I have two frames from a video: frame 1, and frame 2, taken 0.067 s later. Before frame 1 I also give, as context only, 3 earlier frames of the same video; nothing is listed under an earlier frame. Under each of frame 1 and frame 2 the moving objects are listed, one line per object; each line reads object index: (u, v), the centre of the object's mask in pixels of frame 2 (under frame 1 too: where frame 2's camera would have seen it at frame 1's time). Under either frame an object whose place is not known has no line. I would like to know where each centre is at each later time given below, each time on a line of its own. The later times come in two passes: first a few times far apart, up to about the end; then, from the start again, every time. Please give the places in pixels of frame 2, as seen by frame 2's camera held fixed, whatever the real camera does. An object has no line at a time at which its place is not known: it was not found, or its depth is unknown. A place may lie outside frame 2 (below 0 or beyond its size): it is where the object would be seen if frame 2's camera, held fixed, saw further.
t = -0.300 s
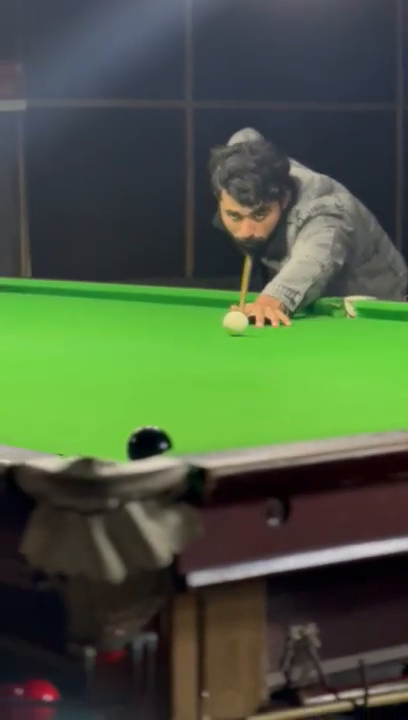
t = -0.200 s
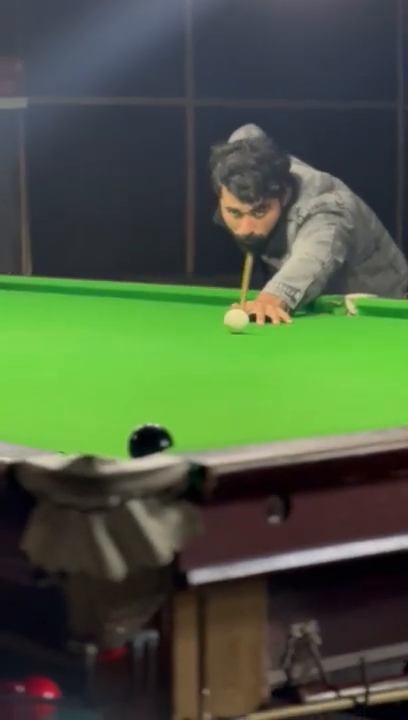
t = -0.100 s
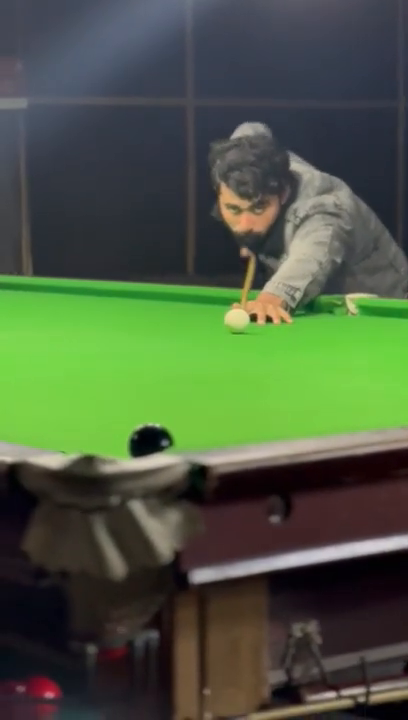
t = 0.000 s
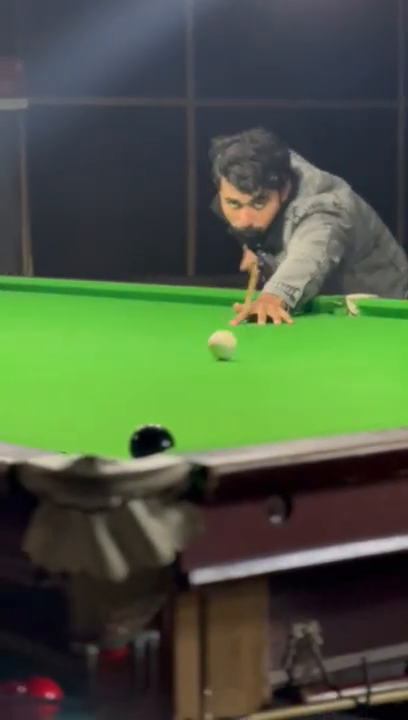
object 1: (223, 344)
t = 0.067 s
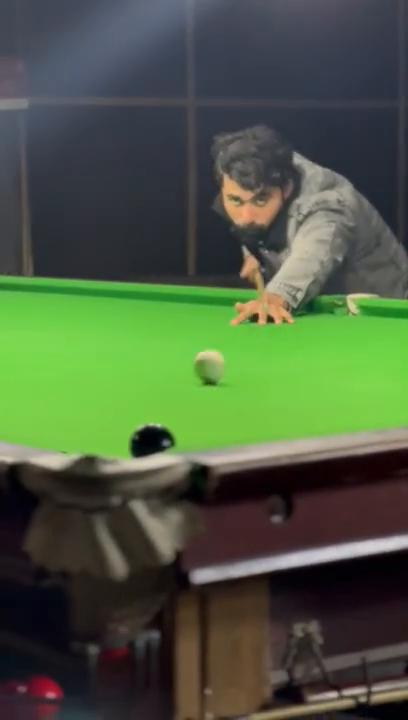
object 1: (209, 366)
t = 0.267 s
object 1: (196, 431)
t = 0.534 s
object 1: (298, 423)
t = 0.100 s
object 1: (201, 380)
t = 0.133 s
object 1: (193, 394)
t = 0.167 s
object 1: (182, 410)
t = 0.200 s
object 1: (174, 423)
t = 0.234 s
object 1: (173, 434)
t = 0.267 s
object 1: (196, 431)
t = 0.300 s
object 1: (217, 430)
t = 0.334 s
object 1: (234, 429)
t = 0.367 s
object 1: (253, 428)
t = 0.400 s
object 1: (271, 428)
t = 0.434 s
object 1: (282, 426)
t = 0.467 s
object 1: (288, 425)
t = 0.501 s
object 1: (293, 424)
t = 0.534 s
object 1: (298, 423)
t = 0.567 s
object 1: (304, 421)
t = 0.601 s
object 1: (308, 420)
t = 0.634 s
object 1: (313, 419)
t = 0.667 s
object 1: (318, 417)
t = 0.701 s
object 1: (323, 416)
